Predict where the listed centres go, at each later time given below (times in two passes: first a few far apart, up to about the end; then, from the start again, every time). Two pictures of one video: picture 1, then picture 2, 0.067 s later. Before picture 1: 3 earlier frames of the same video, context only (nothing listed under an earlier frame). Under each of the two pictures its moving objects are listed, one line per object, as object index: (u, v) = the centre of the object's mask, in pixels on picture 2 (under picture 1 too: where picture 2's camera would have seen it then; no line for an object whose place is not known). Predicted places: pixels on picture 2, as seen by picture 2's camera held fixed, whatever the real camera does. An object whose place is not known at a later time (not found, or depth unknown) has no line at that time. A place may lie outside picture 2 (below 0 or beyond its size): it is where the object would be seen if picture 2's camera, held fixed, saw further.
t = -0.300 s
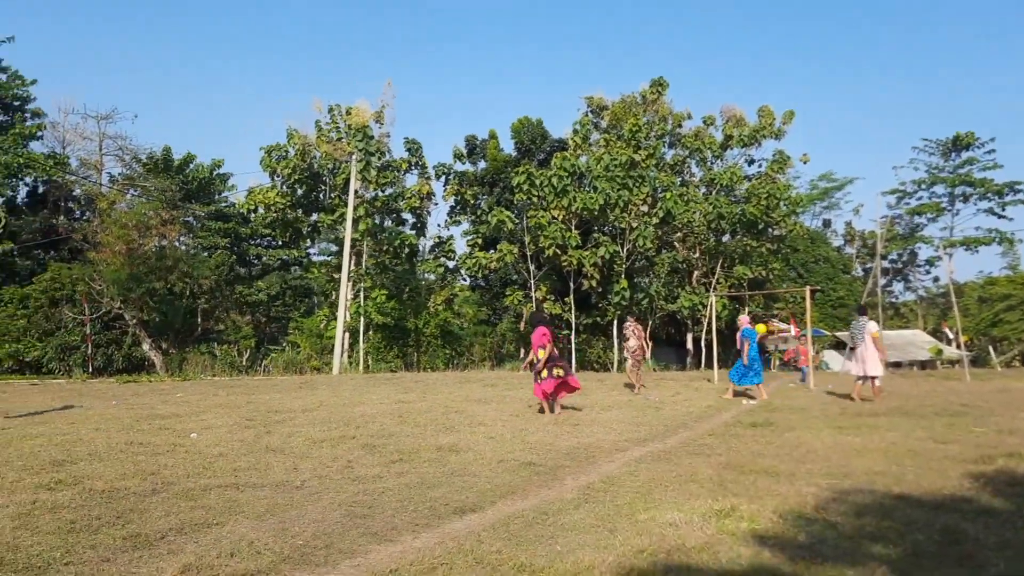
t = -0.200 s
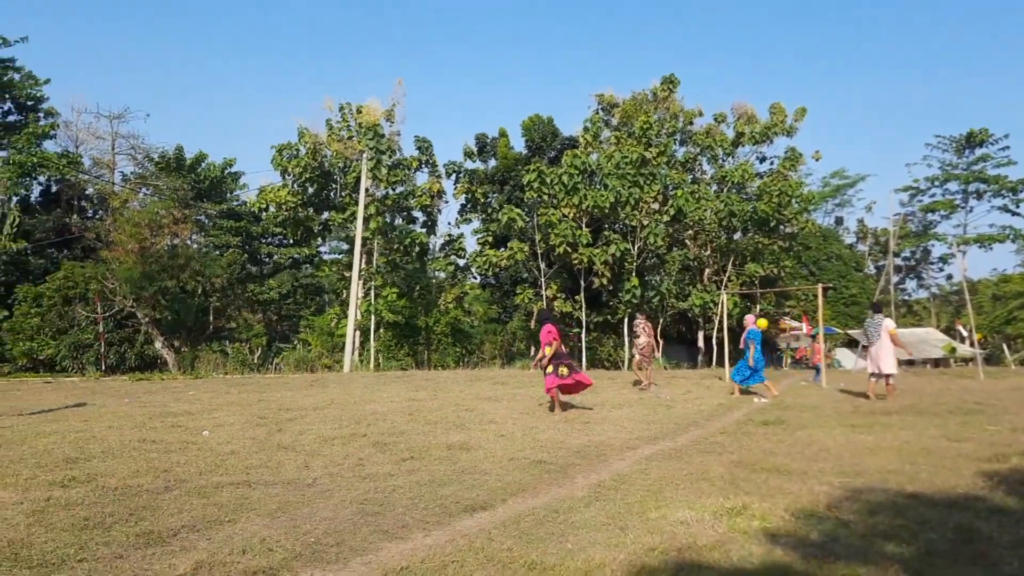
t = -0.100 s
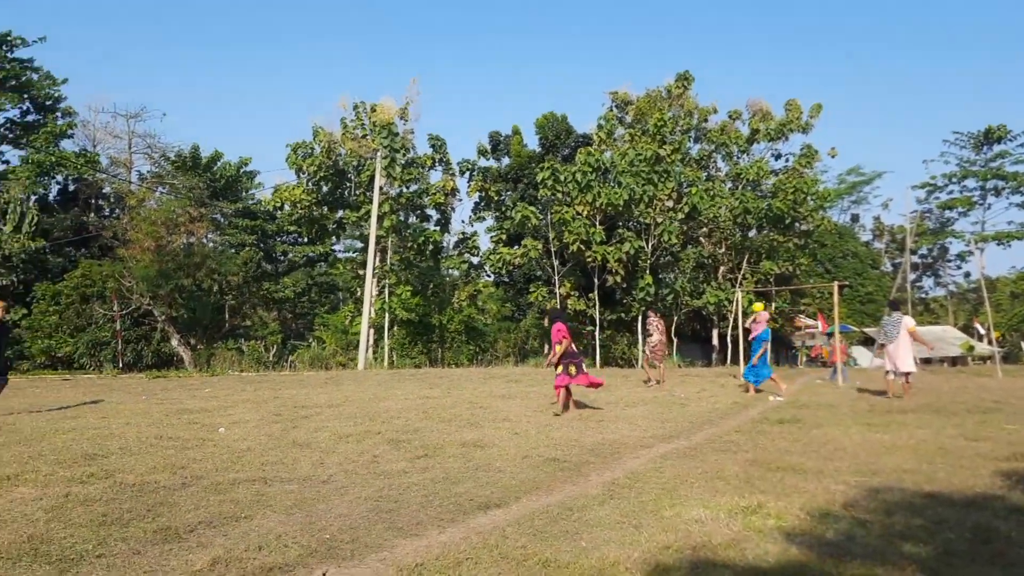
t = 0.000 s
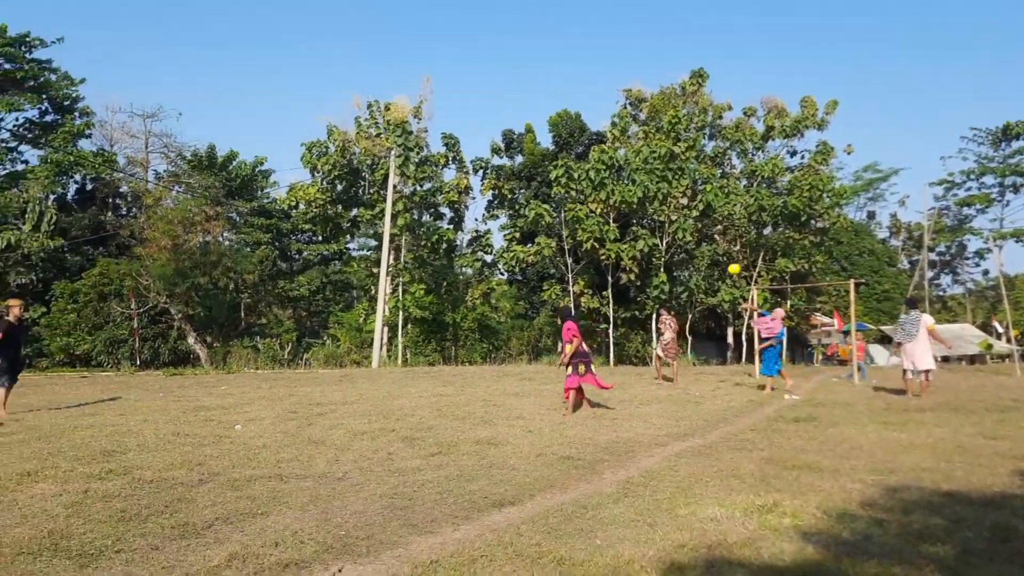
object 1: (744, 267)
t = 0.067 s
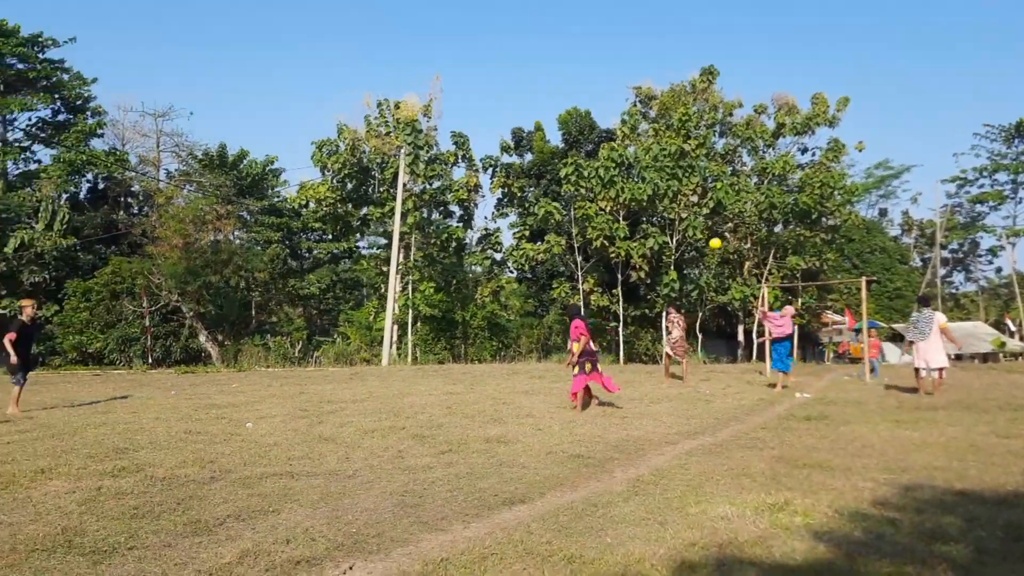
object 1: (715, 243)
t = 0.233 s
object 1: (639, 194)
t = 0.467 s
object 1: (525, 146)
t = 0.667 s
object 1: (415, 127)
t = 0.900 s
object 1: (270, 141)
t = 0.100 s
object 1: (700, 233)
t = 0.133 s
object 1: (685, 221)
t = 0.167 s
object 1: (670, 212)
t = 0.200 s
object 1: (655, 202)
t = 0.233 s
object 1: (639, 194)
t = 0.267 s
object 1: (624, 185)
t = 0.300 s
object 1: (607, 177)
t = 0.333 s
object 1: (592, 170)
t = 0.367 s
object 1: (575, 163)
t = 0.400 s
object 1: (558, 156)
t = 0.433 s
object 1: (542, 150)
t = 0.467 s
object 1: (525, 146)
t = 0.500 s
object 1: (507, 141)
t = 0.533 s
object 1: (490, 137)
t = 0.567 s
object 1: (472, 134)
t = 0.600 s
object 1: (453, 131)
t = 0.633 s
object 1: (435, 129)
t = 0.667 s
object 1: (415, 127)
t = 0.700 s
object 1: (396, 127)
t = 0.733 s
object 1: (376, 127)
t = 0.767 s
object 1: (355, 128)
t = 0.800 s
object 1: (335, 130)
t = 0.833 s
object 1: (314, 133)
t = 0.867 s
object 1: (292, 137)
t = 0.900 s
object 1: (270, 141)
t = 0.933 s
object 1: (247, 147)
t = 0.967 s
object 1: (224, 152)
